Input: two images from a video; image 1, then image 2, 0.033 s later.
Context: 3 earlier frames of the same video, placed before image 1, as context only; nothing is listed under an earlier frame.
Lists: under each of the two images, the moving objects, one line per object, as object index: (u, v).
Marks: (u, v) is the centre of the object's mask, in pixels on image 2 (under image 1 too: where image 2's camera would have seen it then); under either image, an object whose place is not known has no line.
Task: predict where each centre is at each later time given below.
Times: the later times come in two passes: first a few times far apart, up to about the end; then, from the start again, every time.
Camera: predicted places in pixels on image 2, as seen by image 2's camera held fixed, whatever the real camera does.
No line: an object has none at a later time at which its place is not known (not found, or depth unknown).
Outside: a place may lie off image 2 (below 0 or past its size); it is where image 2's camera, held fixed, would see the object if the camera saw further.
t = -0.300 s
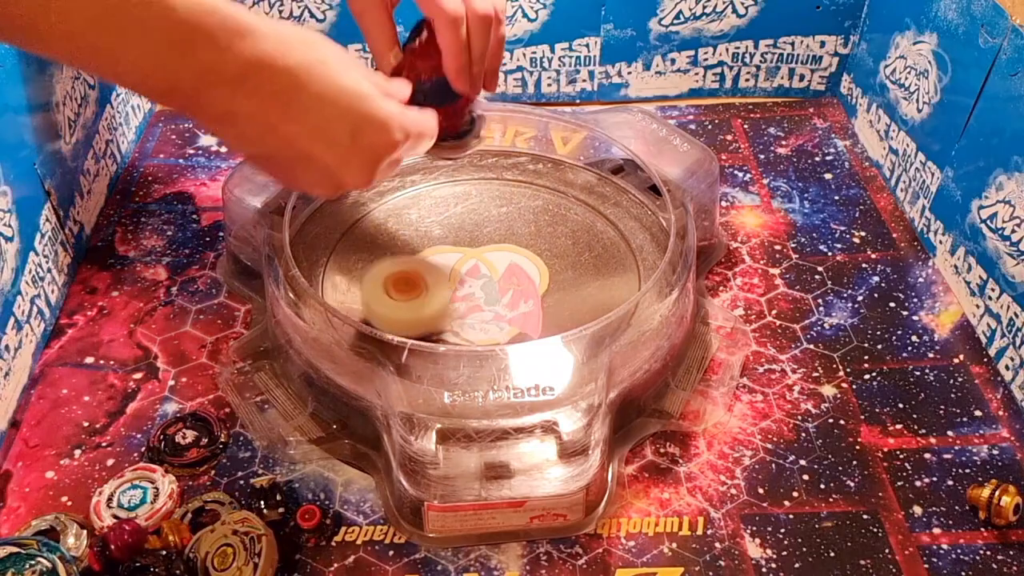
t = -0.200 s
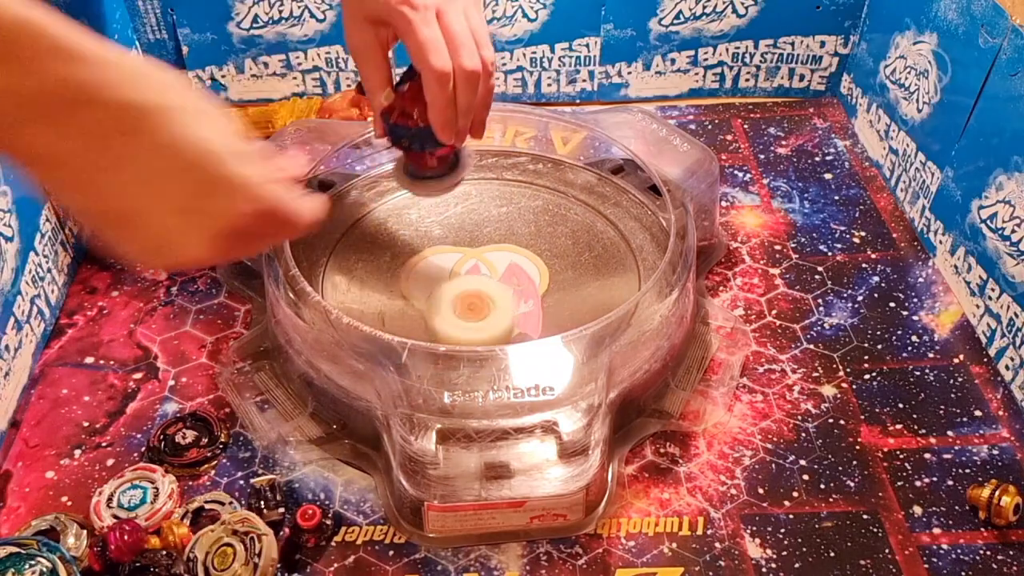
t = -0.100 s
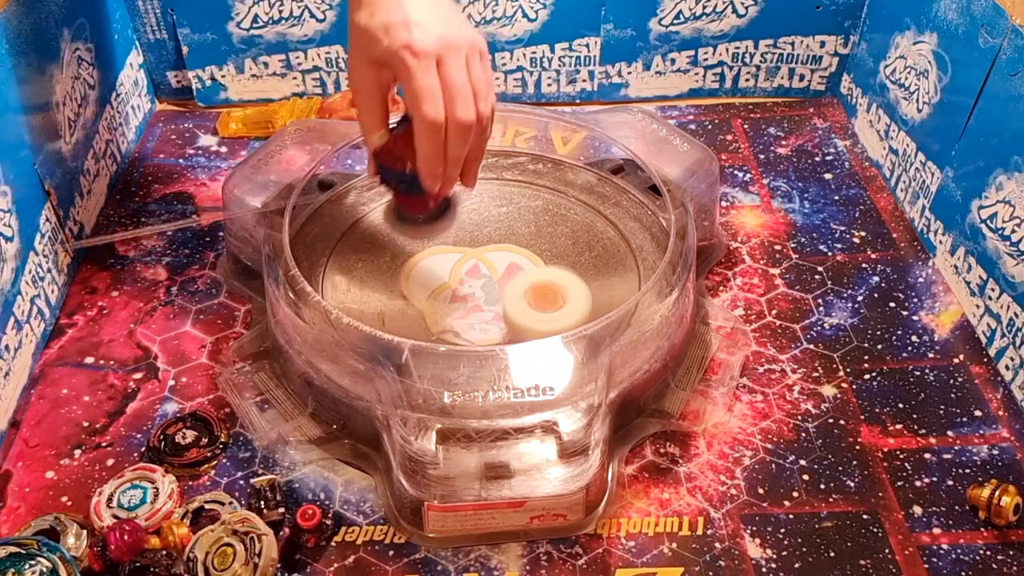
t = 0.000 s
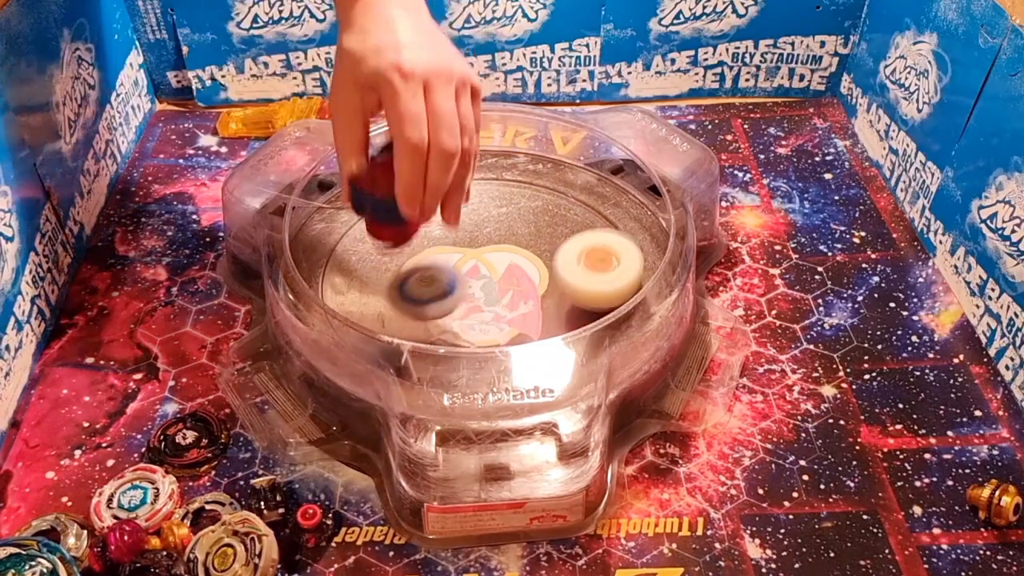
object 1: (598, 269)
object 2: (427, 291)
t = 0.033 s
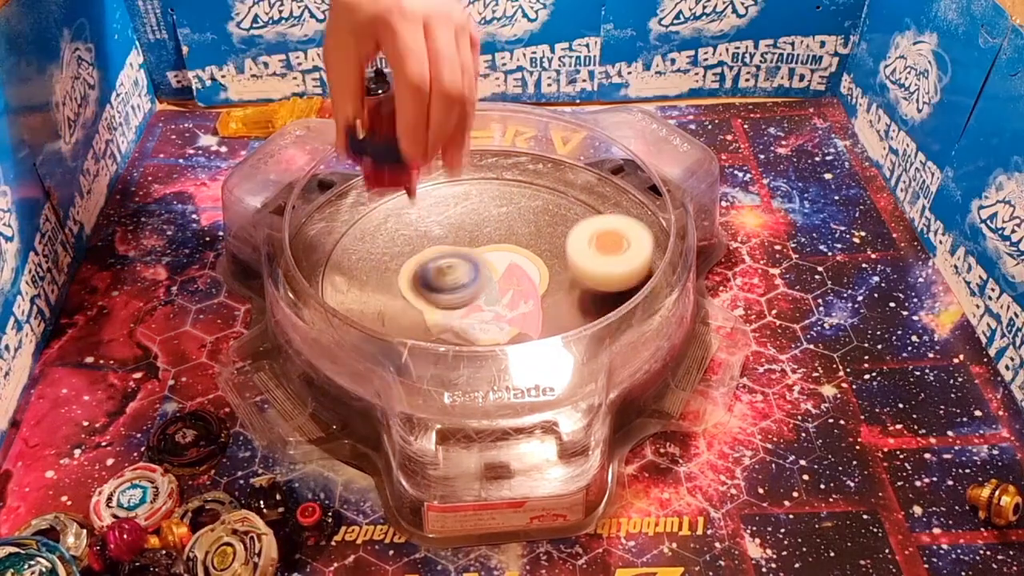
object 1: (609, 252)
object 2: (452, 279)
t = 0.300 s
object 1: (506, 183)
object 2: (567, 284)
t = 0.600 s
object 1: (356, 266)
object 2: (498, 288)
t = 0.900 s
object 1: (450, 357)
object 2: (622, 284)
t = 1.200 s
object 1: (430, 314)
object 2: (573, 165)
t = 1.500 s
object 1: (430, 280)
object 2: (551, 264)
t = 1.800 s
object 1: (370, 294)
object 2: (483, 313)
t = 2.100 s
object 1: (438, 341)
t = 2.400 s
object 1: (507, 244)
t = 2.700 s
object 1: (391, 192)
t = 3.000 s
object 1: (579, 192)
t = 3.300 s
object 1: (537, 301)
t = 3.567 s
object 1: (404, 282)
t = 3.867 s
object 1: (355, 287)
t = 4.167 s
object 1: (396, 249)
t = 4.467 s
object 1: (434, 144)
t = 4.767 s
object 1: (529, 228)
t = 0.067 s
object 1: (614, 237)
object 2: (473, 280)
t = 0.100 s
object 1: (614, 221)
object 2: (495, 290)
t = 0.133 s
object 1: (601, 210)
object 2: (518, 305)
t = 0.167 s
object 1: (584, 201)
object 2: (534, 293)
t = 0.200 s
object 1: (565, 193)
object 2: (549, 294)
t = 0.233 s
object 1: (546, 187)
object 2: (559, 289)
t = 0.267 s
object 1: (526, 184)
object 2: (564, 287)
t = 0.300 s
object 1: (506, 183)
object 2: (567, 284)
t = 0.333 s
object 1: (486, 184)
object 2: (565, 282)
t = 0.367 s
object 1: (466, 189)
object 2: (562, 281)
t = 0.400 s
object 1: (448, 196)
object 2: (555, 281)
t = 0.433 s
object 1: (432, 205)
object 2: (544, 284)
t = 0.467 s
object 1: (416, 216)
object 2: (529, 289)
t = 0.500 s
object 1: (405, 230)
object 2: (513, 290)
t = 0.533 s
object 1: (396, 244)
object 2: (491, 293)
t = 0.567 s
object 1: (391, 260)
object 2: (474, 289)
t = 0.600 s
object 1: (356, 266)
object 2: (498, 288)
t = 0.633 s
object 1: (325, 268)
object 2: (535, 285)
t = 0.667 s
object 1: (327, 272)
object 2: (565, 280)
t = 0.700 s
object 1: (332, 288)
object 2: (587, 275)
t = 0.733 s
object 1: (342, 305)
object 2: (603, 272)
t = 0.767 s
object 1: (358, 318)
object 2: (616, 270)
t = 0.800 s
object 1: (375, 331)
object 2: (625, 271)
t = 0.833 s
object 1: (399, 343)
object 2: (629, 273)
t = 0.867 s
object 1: (424, 353)
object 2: (628, 277)
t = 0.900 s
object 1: (450, 357)
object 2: (622, 284)
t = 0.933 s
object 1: (472, 353)
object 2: (612, 293)
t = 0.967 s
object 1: (494, 348)
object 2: (592, 300)
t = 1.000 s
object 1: (502, 346)
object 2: (586, 299)
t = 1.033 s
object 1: (490, 343)
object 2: (589, 268)
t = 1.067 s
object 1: (473, 347)
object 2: (591, 241)
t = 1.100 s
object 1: (460, 344)
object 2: (590, 214)
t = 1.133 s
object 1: (445, 334)
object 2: (585, 189)
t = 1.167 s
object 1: (438, 322)
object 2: (576, 172)
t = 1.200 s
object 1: (430, 314)
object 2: (573, 165)
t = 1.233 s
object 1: (425, 308)
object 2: (571, 169)
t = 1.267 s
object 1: (423, 299)
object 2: (570, 175)
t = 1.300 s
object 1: (422, 292)
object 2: (570, 181)
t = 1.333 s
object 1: (423, 287)
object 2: (568, 192)
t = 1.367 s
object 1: (424, 282)
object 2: (565, 204)
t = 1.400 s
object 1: (426, 280)
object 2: (562, 219)
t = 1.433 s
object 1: (428, 279)
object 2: (559, 234)
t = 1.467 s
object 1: (429, 279)
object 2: (554, 250)
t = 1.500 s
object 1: (430, 280)
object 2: (551, 264)
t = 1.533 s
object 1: (429, 281)
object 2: (545, 278)
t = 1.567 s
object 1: (428, 283)
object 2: (533, 290)
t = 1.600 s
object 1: (427, 285)
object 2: (517, 301)
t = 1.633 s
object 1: (412, 286)
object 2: (512, 307)
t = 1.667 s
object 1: (397, 286)
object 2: (511, 312)
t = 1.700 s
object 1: (384, 287)
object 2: (510, 316)
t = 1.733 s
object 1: (375, 289)
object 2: (503, 317)
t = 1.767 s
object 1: (371, 292)
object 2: (493, 315)
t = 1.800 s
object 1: (370, 294)
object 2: (483, 313)
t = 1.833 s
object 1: (371, 297)
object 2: (471, 306)
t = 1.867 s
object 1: (376, 301)
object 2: (460, 295)
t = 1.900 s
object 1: (369, 313)
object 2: (459, 276)
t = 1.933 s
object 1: (363, 323)
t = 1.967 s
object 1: (367, 330)
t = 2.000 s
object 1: (378, 336)
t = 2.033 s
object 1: (398, 341)
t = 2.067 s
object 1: (419, 345)
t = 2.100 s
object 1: (438, 341)
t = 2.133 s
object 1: (458, 336)
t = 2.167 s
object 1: (476, 321)
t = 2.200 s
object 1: (490, 315)
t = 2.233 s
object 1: (501, 309)
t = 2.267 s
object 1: (510, 297)
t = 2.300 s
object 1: (514, 284)
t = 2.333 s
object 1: (514, 270)
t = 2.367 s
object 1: (512, 257)
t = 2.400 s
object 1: (507, 244)
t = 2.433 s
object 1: (499, 232)
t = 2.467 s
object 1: (491, 221)
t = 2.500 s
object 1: (478, 212)
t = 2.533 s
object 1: (464, 202)
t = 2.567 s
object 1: (448, 195)
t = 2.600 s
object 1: (433, 191)
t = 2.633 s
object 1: (418, 189)
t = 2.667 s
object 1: (404, 189)
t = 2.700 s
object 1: (391, 192)
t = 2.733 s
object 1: (380, 197)
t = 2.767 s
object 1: (371, 204)
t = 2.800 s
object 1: (380, 178)
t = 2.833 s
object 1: (412, 154)
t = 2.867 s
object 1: (453, 161)
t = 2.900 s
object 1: (492, 167)
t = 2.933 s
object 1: (528, 171)
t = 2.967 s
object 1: (556, 178)
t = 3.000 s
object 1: (579, 192)
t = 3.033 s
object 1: (597, 206)
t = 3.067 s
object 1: (612, 220)
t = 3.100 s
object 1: (619, 234)
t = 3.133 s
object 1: (616, 249)
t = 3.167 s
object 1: (611, 265)
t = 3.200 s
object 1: (599, 278)
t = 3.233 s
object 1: (583, 289)
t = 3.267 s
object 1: (560, 294)
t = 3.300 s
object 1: (537, 301)
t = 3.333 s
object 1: (516, 304)
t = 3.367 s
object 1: (494, 303)
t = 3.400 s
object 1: (477, 299)
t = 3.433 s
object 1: (460, 296)
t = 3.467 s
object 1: (445, 291)
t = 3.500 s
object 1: (431, 287)
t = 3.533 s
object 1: (417, 284)
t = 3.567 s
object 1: (404, 282)
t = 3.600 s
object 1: (391, 281)
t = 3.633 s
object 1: (379, 280)
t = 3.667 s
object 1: (369, 279)
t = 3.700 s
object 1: (360, 279)
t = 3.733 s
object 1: (355, 280)
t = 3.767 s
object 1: (351, 281)
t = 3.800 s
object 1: (350, 282)
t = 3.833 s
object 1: (351, 284)
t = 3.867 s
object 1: (355, 287)
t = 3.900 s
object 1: (361, 290)
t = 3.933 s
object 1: (368, 293)
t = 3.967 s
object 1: (377, 296)
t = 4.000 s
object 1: (380, 292)
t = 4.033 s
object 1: (384, 284)
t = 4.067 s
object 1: (387, 275)
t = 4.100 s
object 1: (391, 266)
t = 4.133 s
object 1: (393, 258)
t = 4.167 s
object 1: (396, 249)
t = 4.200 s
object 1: (398, 242)
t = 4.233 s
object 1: (400, 235)
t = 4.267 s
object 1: (402, 229)
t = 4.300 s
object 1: (404, 223)
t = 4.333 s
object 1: (406, 219)
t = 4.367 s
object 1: (408, 215)
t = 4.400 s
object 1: (414, 195)
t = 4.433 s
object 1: (422, 168)
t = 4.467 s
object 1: (434, 144)
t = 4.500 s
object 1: (449, 148)
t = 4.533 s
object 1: (464, 157)
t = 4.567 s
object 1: (478, 167)
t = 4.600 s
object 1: (490, 176)
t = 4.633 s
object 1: (502, 186)
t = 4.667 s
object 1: (511, 197)
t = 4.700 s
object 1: (518, 208)
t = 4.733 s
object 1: (525, 218)
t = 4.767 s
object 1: (529, 228)
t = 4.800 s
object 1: (533, 237)
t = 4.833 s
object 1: (536, 245)
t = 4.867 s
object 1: (538, 252)
